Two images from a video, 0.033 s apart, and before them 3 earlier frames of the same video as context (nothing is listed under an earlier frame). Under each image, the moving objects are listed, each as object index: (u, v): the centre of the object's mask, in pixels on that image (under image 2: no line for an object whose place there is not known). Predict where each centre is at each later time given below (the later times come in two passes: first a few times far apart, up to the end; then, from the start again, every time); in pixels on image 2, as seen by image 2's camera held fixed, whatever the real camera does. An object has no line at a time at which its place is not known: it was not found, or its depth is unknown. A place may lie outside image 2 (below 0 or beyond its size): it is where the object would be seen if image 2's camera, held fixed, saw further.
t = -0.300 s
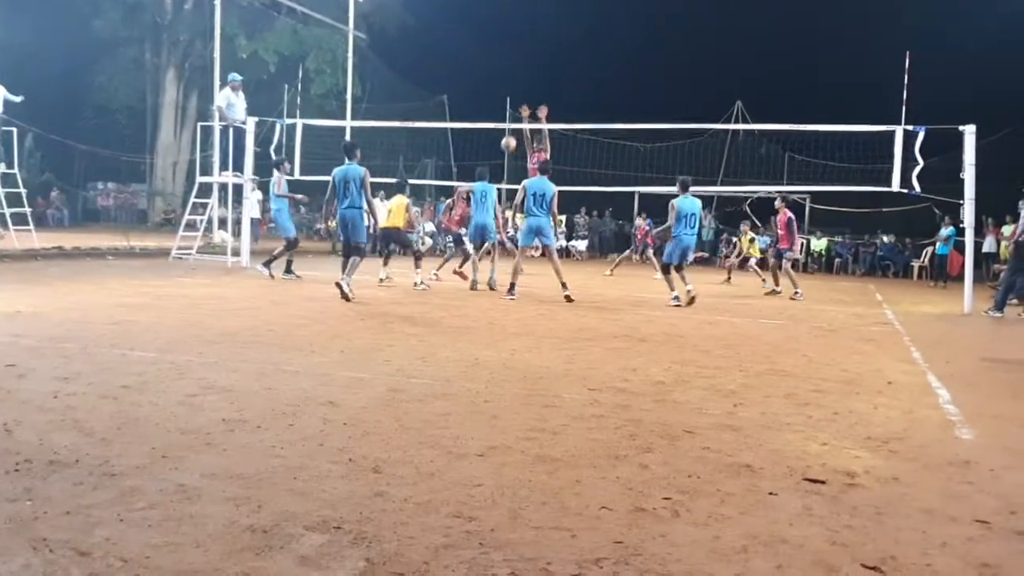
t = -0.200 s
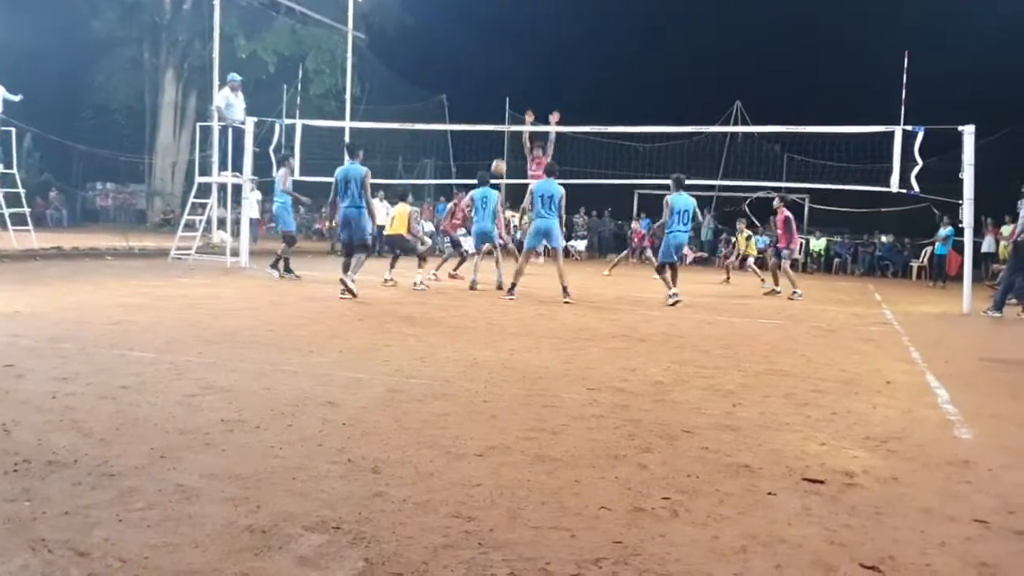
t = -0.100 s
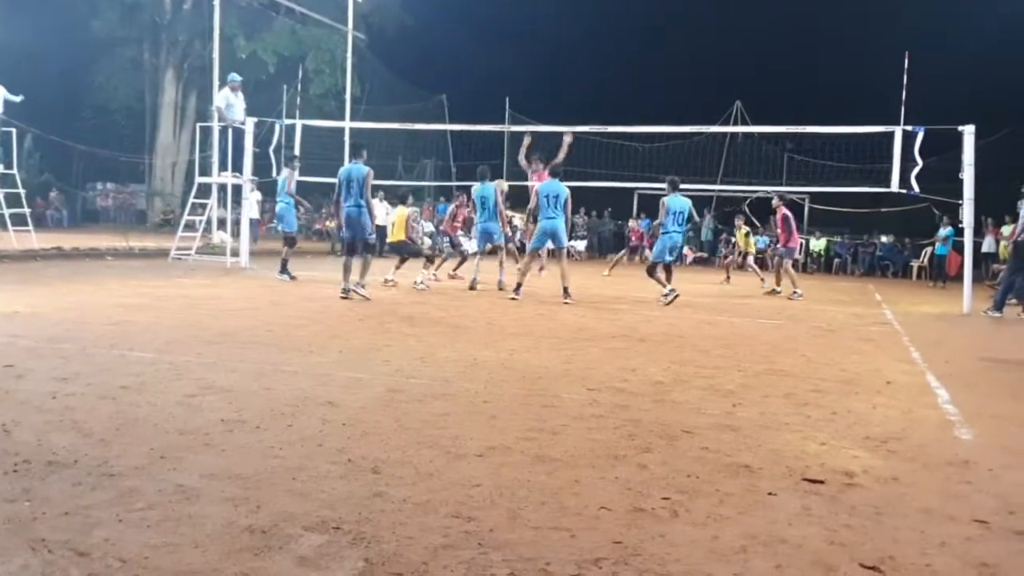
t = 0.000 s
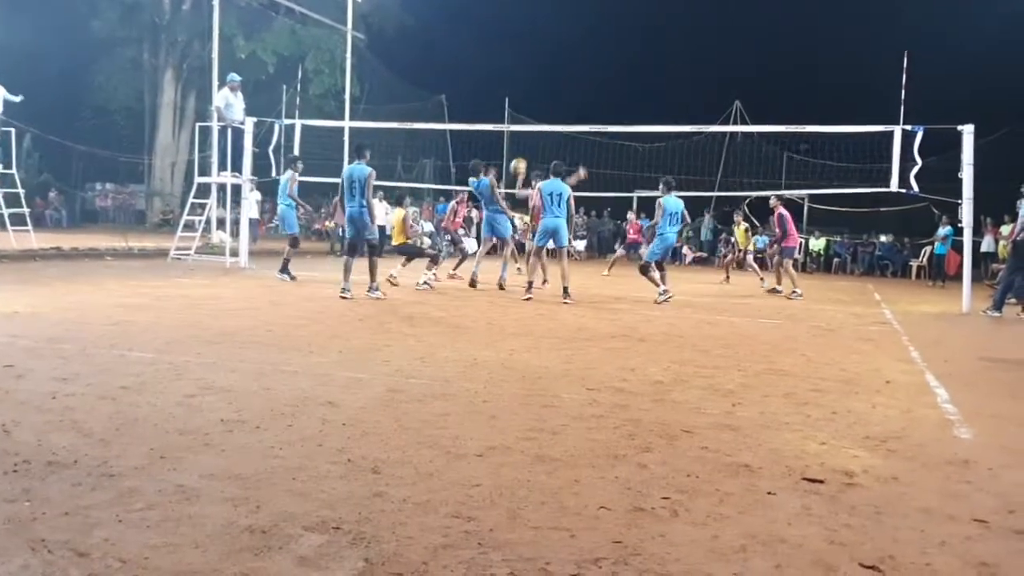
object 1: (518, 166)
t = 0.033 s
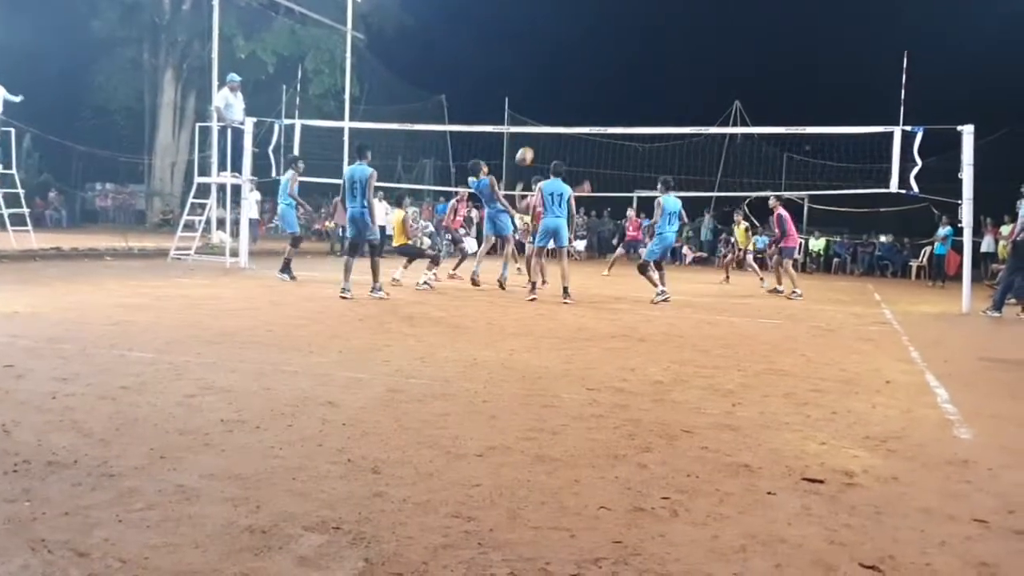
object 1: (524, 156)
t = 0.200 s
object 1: (561, 113)
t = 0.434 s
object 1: (621, 85)
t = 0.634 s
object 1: (680, 99)
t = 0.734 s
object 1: (711, 122)
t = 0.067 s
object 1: (531, 146)
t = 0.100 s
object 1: (538, 138)
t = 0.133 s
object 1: (546, 129)
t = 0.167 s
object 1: (554, 120)
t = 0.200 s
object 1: (561, 113)
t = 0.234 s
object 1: (569, 107)
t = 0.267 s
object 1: (577, 102)
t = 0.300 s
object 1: (585, 96)
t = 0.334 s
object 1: (594, 92)
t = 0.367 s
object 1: (603, 89)
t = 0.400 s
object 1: (612, 86)
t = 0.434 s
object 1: (621, 85)
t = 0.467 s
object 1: (630, 84)
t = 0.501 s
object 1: (640, 85)
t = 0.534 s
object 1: (649, 87)
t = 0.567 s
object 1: (659, 90)
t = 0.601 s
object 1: (669, 94)
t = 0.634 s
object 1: (680, 99)
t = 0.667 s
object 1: (691, 106)
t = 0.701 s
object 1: (701, 113)
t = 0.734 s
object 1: (711, 122)
